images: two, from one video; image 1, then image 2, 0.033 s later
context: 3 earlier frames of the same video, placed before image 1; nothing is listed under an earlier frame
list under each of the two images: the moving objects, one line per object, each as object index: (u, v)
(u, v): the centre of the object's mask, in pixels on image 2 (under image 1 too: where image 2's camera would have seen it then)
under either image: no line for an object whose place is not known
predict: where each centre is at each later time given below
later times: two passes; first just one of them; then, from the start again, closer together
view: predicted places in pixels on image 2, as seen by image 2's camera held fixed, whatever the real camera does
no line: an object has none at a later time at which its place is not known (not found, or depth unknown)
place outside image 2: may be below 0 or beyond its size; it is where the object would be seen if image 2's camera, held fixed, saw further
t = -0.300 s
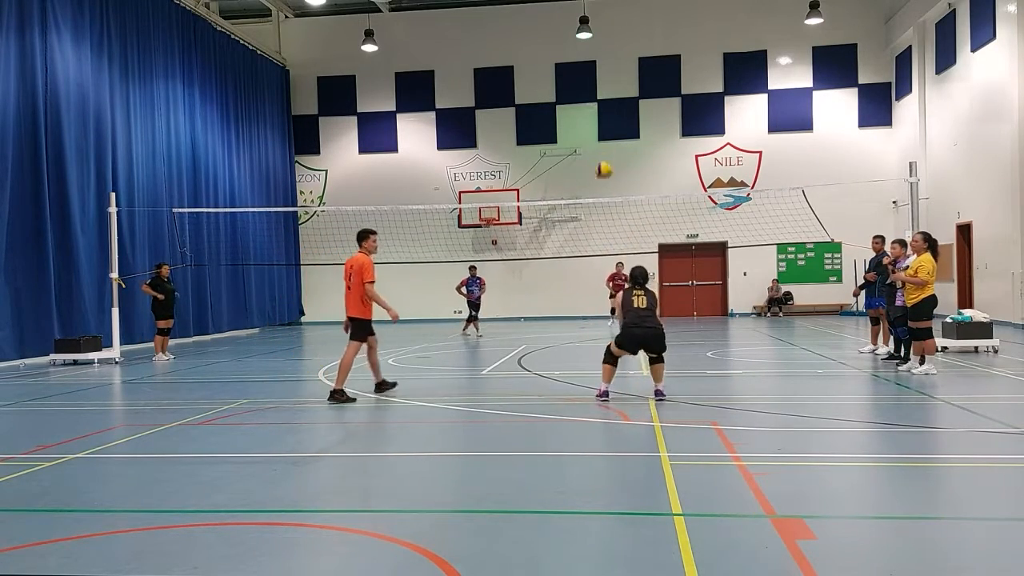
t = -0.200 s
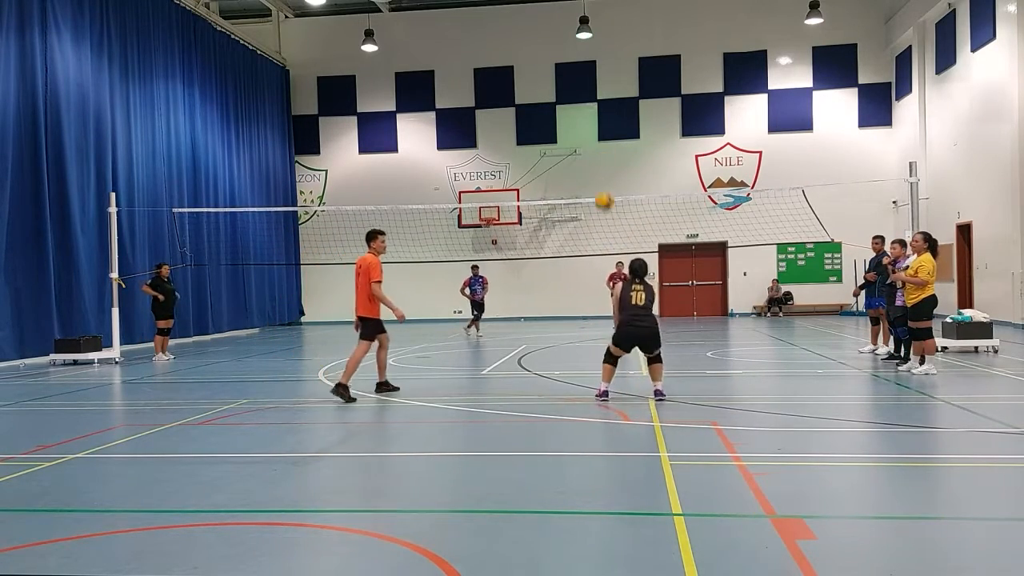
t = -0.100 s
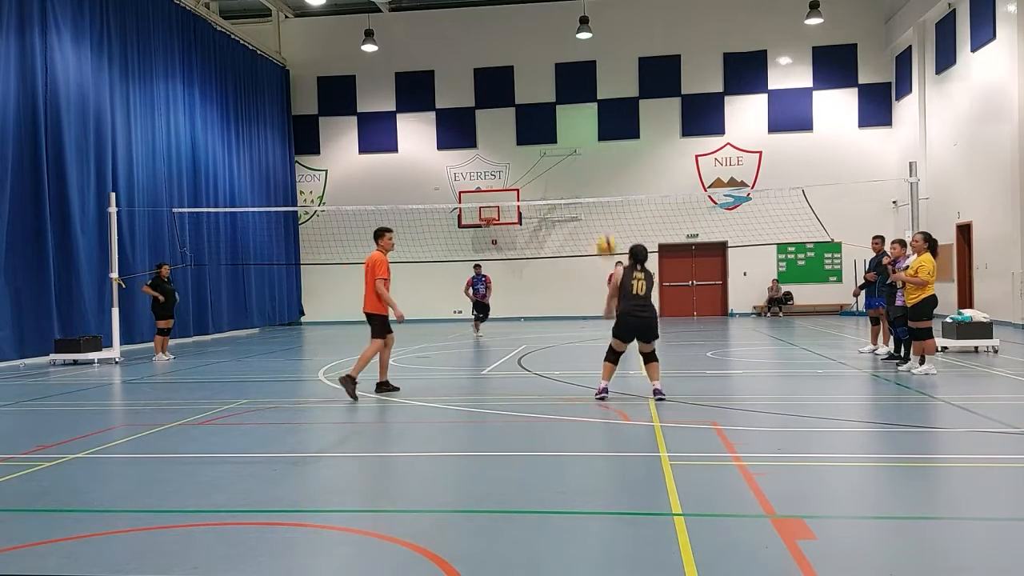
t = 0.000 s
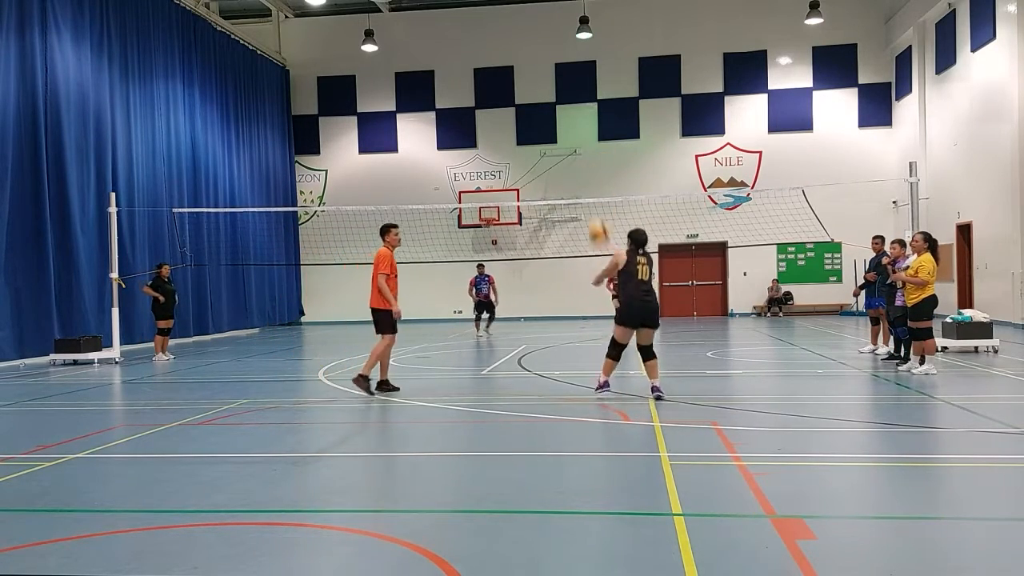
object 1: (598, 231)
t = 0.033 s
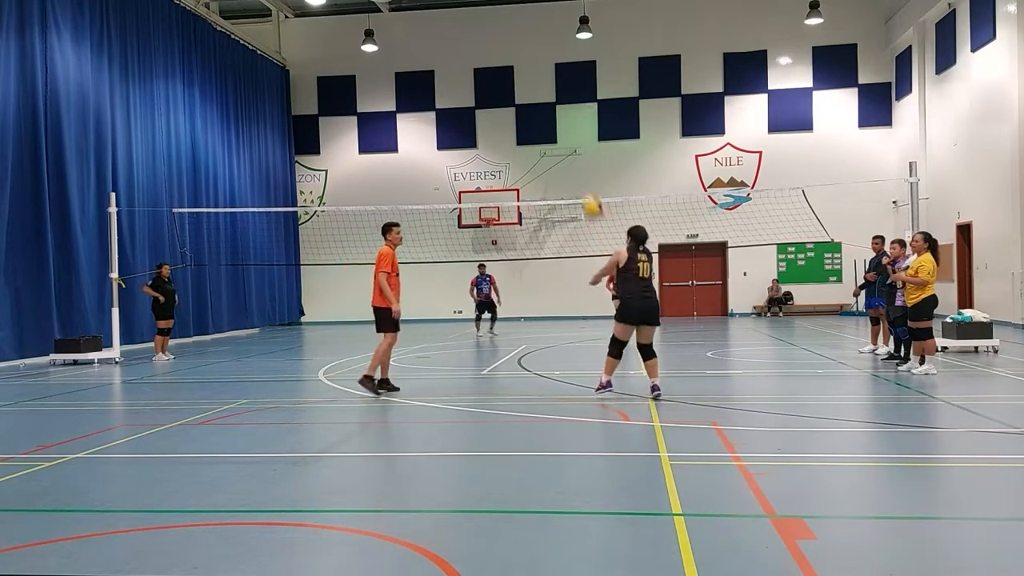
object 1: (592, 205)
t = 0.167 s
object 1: (572, 109)
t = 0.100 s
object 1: (583, 155)
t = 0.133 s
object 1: (577, 133)
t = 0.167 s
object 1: (572, 109)
